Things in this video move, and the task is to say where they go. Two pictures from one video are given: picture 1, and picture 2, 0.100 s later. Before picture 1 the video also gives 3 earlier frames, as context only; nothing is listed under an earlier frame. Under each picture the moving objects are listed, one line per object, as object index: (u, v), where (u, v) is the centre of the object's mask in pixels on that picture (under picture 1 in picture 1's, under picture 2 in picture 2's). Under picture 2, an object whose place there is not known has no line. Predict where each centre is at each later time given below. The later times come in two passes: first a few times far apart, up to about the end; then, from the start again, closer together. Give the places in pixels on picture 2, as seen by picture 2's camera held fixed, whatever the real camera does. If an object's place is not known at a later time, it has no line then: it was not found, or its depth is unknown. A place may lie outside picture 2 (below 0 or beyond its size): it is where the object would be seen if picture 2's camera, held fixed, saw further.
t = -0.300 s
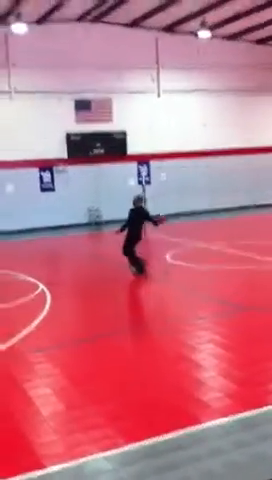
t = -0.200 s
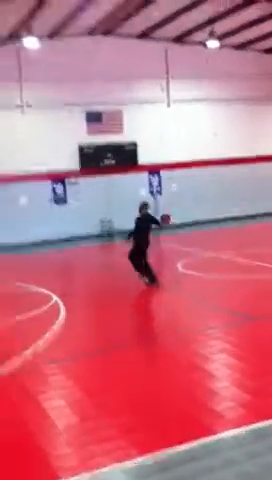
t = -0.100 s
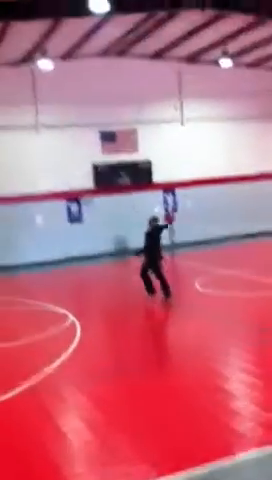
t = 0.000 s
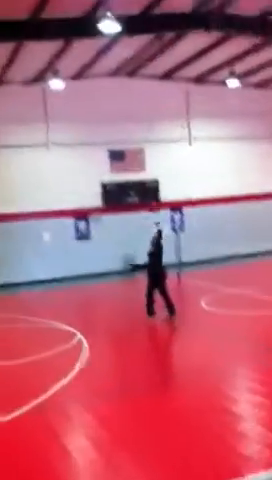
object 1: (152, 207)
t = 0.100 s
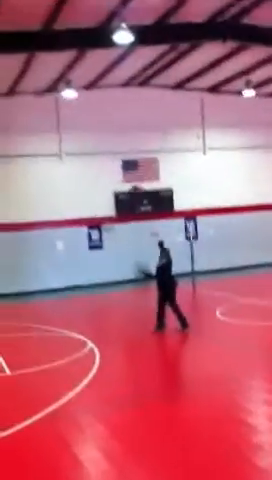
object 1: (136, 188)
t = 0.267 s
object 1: (86, 153)
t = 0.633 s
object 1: (-20, 116)
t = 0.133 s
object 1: (126, 182)
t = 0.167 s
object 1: (117, 174)
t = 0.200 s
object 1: (106, 166)
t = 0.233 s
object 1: (96, 160)
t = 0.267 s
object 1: (86, 153)
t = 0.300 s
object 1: (76, 147)
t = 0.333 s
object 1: (64, 141)
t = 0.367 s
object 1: (59, 136)
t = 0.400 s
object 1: (49, 132)
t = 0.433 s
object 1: (39, 128)
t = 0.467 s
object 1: (26, 125)
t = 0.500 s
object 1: (16, 122)
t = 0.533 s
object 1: (11, 120)
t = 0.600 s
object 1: (-10, 117)
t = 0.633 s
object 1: (-20, 116)
